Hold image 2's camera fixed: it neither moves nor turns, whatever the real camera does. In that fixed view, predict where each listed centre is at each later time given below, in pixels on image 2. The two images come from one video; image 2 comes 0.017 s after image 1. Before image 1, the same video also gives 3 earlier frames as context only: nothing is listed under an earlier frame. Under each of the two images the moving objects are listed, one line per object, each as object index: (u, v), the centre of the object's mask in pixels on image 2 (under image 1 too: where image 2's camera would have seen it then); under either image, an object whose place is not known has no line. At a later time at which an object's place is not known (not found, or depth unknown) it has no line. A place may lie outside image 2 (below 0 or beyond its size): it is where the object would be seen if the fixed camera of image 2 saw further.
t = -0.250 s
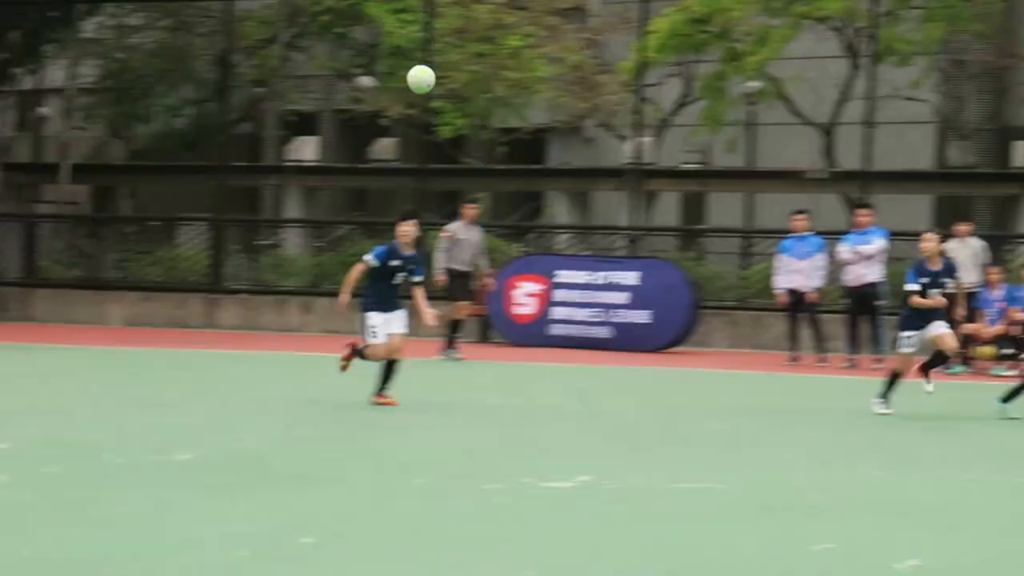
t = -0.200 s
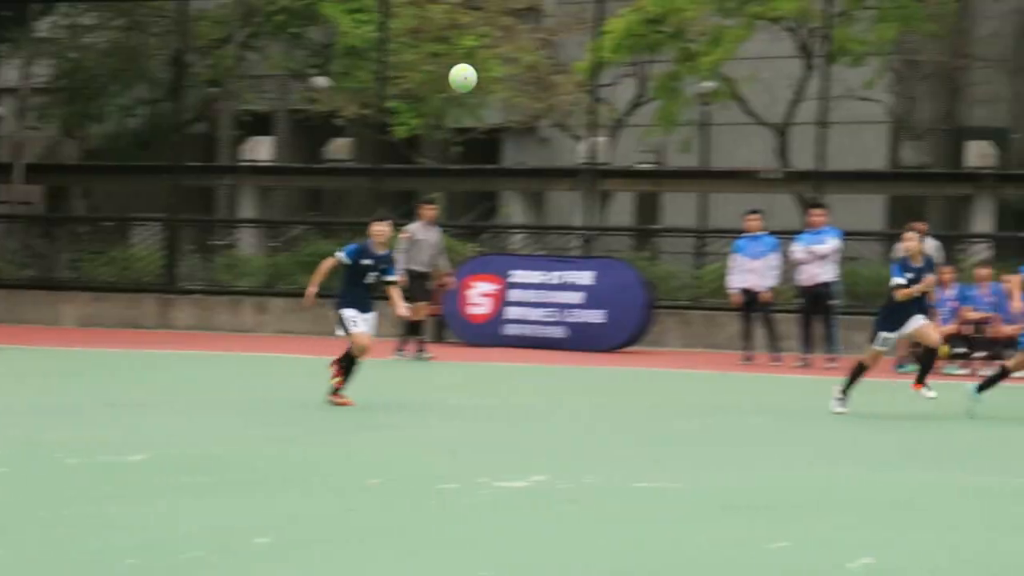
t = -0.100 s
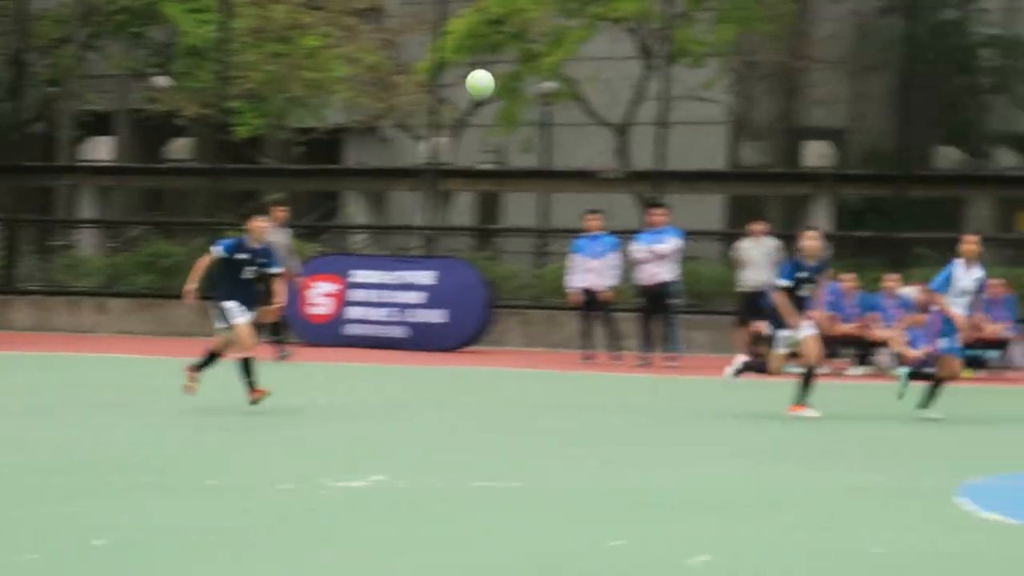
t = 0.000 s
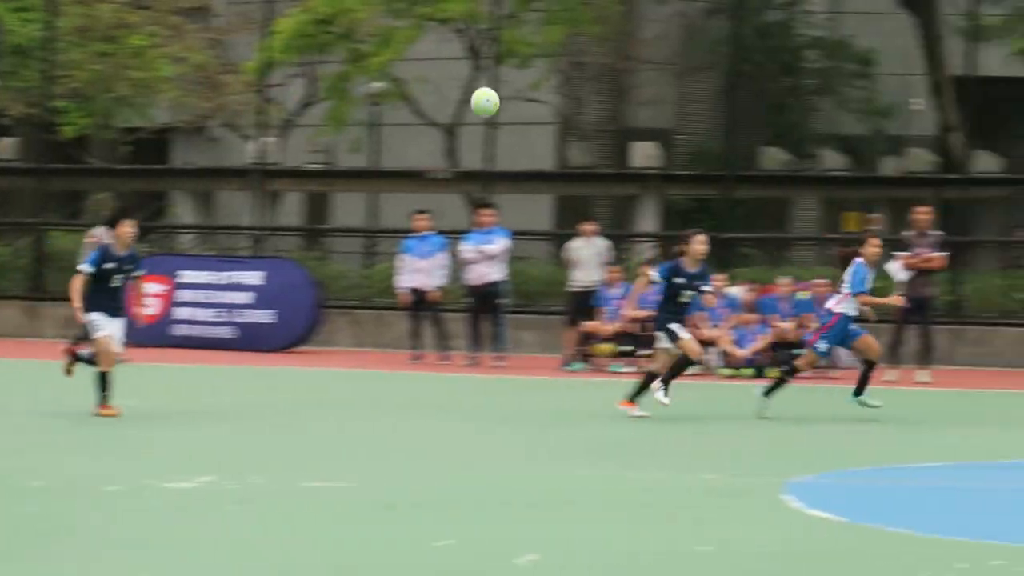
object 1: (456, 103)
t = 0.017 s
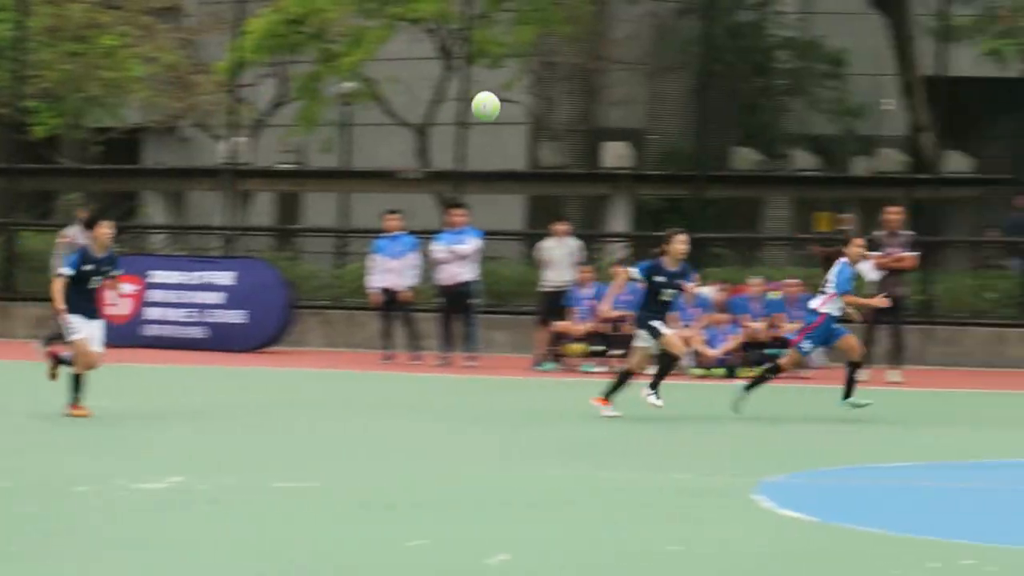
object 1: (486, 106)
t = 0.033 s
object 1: (514, 111)
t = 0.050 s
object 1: (541, 115)
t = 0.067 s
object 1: (569, 120)
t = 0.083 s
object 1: (598, 126)
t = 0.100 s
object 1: (626, 132)
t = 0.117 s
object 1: (656, 139)
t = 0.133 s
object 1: (685, 146)
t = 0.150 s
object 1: (715, 153)
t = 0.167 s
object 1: (745, 160)
